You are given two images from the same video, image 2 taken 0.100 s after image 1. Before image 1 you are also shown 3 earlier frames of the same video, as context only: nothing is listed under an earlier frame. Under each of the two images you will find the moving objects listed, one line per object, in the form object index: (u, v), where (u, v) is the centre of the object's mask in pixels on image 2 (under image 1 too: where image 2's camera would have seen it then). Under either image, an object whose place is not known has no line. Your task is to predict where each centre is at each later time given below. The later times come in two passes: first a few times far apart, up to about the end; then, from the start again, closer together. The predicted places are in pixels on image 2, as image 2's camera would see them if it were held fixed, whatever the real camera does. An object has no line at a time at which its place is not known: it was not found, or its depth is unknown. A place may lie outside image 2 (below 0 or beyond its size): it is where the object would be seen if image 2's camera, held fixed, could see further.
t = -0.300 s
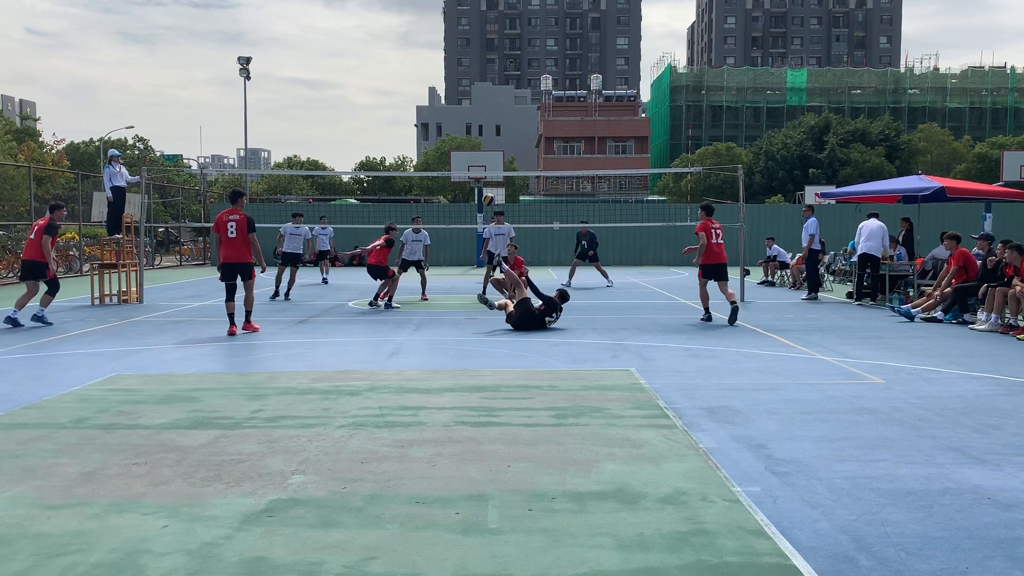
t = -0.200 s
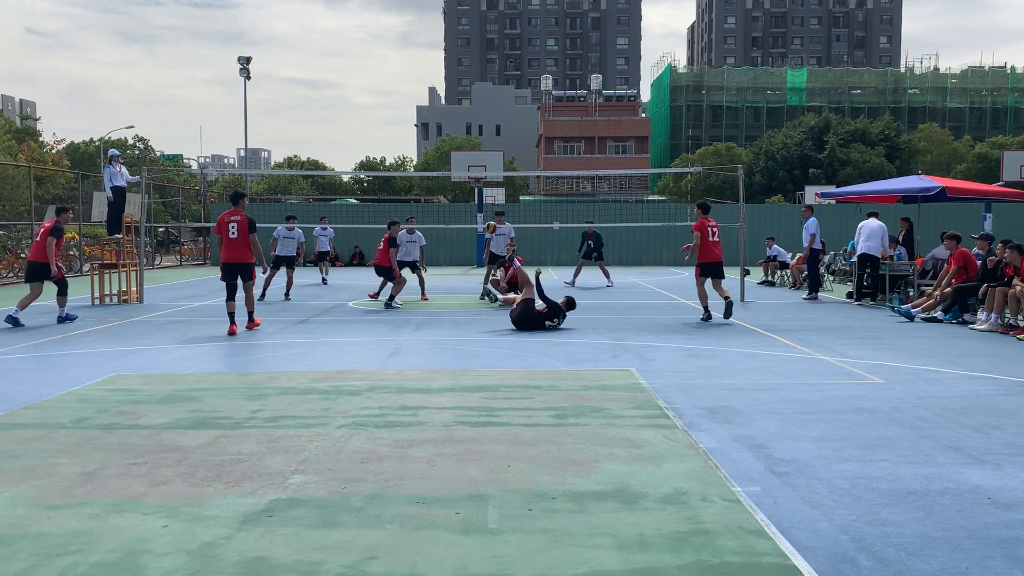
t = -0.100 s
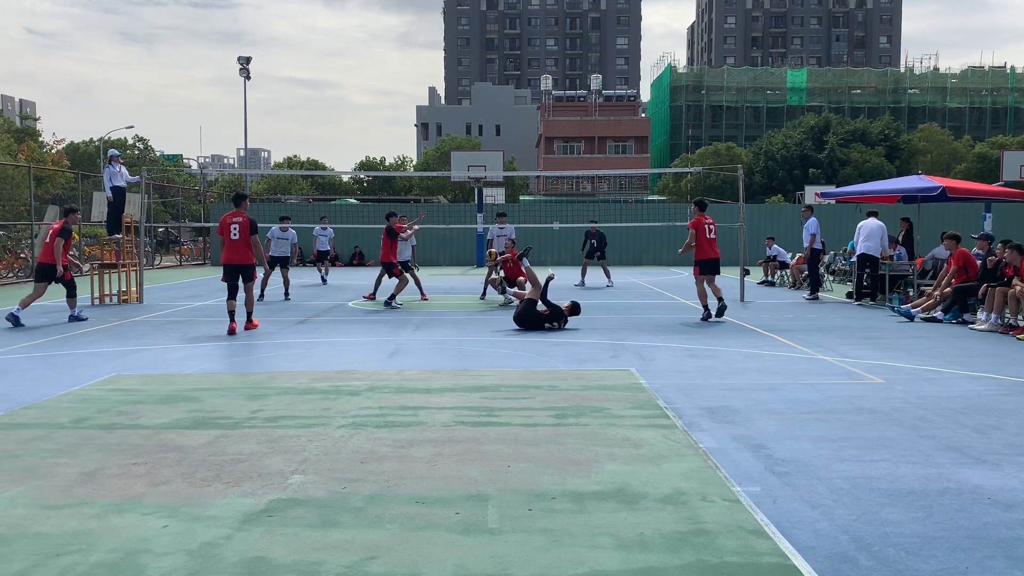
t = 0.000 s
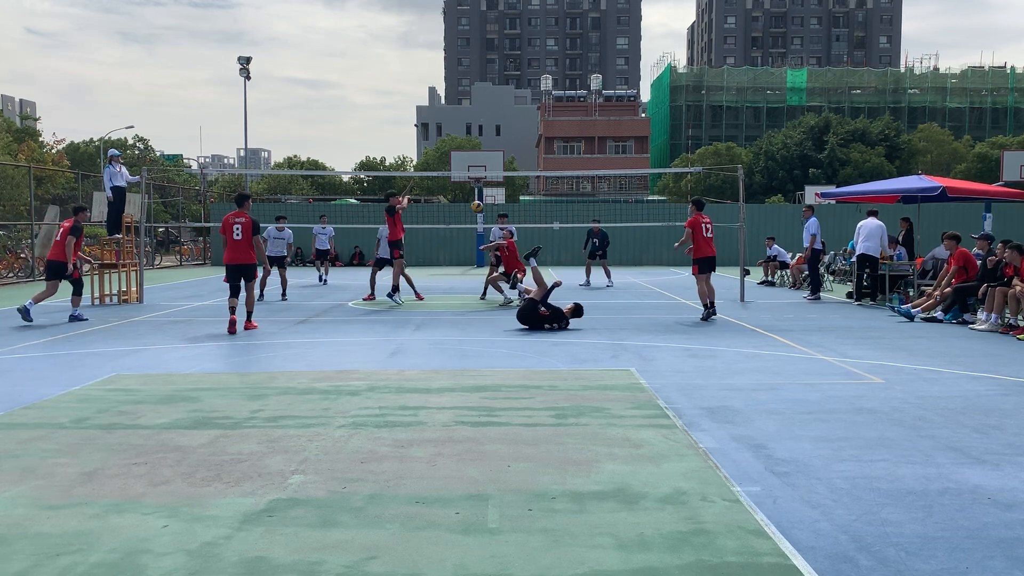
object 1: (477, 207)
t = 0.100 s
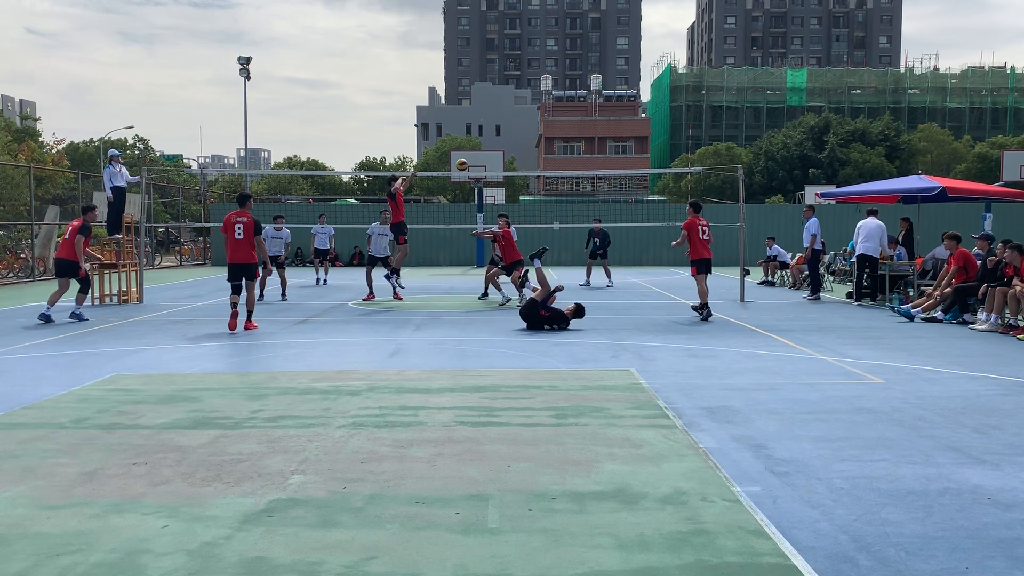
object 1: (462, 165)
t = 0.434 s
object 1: (412, 66)
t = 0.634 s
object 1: (383, 38)
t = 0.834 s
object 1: (354, 35)
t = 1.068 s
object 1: (320, 60)
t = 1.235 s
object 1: (297, 97)
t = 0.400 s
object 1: (417, 73)
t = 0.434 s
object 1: (412, 66)
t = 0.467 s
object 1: (407, 60)
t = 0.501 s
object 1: (402, 54)
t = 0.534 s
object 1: (397, 49)
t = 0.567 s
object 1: (393, 45)
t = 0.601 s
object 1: (388, 41)
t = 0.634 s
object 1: (383, 38)
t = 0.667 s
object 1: (378, 36)
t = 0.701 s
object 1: (373, 34)
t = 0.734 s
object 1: (368, 34)
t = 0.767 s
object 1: (363, 33)
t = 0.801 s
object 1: (358, 34)
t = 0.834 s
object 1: (354, 35)
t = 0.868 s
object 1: (349, 37)
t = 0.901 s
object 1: (344, 39)
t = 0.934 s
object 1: (339, 42)
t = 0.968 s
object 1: (334, 45)
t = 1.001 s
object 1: (330, 50)
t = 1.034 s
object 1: (325, 54)
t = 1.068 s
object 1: (320, 60)
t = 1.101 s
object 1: (315, 66)
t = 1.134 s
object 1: (311, 73)
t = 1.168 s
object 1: (306, 80)
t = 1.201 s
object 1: (301, 88)
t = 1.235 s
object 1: (297, 97)
